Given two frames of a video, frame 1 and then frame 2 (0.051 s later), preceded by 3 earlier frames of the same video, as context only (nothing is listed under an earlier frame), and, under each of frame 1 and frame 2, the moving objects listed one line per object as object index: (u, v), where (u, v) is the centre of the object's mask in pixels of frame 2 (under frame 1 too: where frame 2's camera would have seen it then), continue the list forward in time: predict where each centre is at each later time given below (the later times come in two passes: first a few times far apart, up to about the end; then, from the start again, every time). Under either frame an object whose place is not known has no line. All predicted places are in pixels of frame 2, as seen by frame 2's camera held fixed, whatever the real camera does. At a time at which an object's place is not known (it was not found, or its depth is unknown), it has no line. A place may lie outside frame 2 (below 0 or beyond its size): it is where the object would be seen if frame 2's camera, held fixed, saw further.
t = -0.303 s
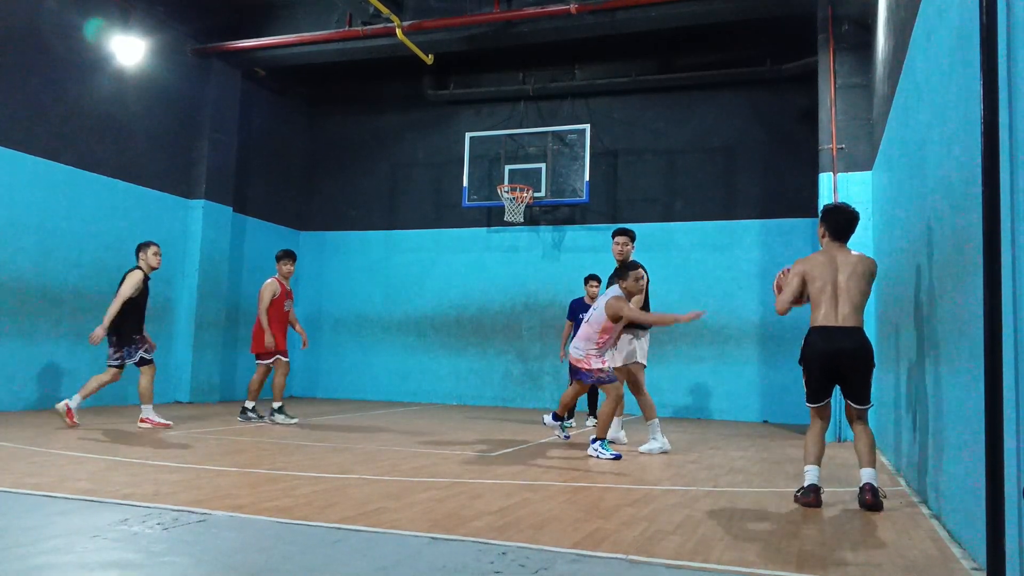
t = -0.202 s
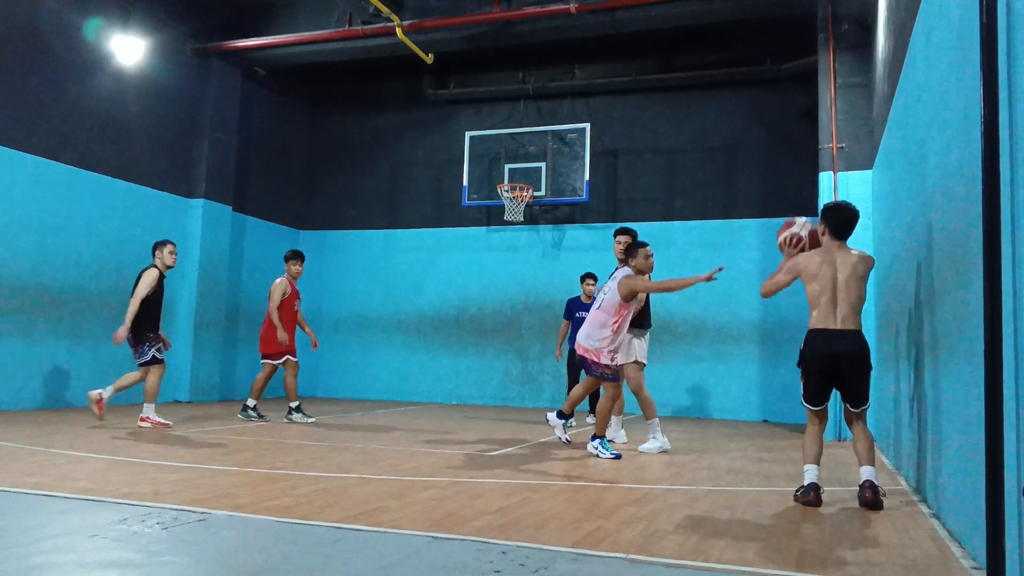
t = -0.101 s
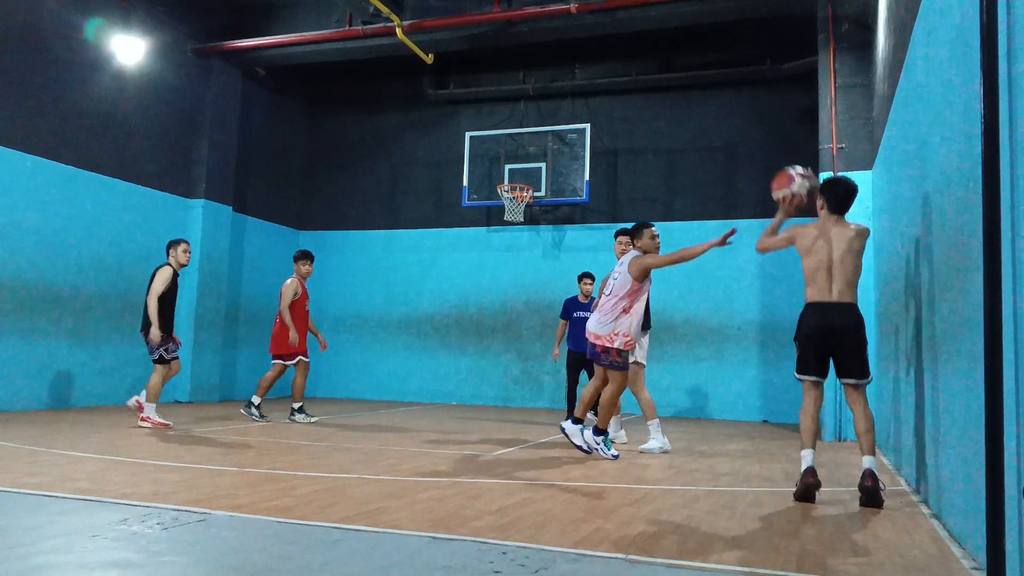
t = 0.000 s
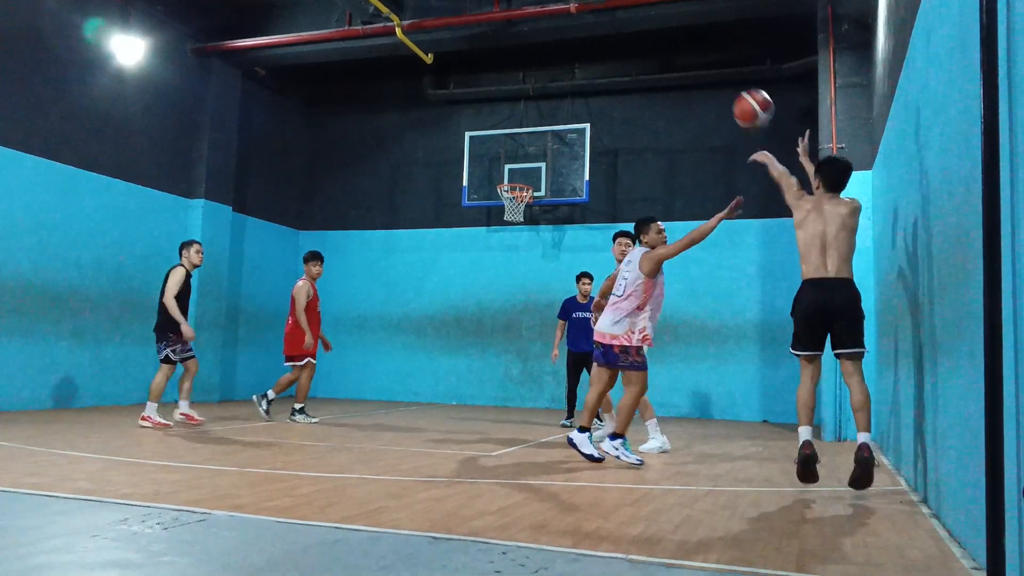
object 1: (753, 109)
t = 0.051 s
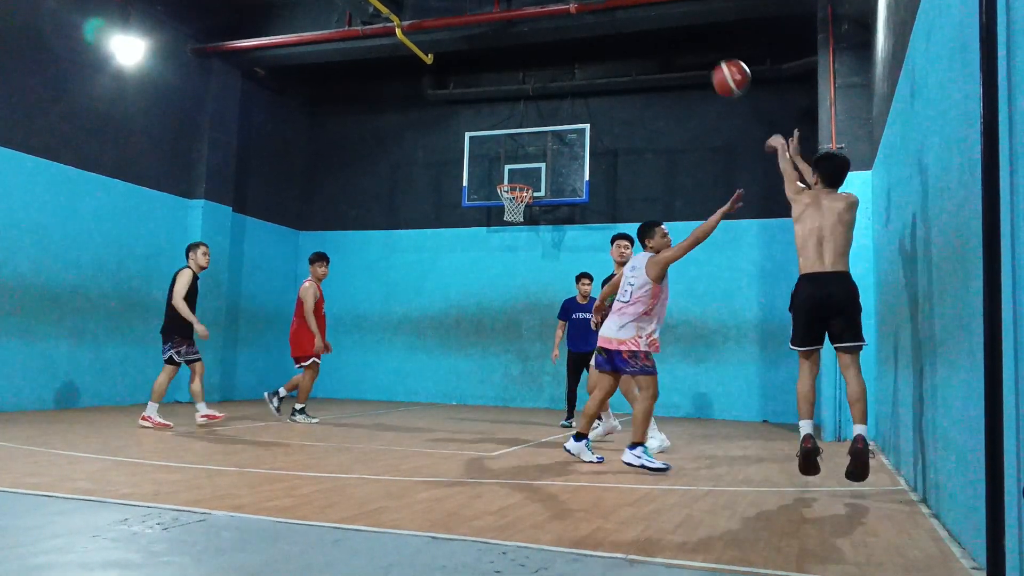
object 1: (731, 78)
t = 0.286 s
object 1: (653, 8)
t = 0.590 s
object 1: (584, 11)
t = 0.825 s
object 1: (548, 68)
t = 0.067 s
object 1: (724, 69)
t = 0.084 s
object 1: (718, 60)
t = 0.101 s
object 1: (711, 53)
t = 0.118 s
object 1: (705, 46)
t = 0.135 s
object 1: (700, 39)
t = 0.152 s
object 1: (694, 34)
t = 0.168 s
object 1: (688, 28)
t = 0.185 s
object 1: (683, 23)
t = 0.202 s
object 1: (677, 19)
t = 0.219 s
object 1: (672, 15)
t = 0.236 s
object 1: (667, 13)
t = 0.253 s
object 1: (662, 11)
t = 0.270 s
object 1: (658, 9)
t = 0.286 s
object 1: (653, 8)
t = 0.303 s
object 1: (648, 7)
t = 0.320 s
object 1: (643, 6)
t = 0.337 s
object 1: (639, 5)
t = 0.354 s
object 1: (635, 5)
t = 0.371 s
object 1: (631, 5)
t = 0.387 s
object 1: (627, 4)
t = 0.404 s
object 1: (623, 4)
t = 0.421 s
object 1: (618, 4)
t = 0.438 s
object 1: (615, 4)
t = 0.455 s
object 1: (611, 4)
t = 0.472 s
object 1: (607, 5)
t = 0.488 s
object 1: (604, 5)
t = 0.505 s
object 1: (601, 6)
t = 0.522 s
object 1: (597, 7)
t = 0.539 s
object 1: (595, 8)
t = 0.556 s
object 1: (591, 9)
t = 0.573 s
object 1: (589, 10)
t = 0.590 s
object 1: (584, 11)
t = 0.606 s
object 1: (582, 15)
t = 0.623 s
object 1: (579, 18)
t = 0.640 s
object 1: (577, 22)
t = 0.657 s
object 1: (574, 25)
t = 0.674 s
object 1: (571, 29)
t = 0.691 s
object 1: (568, 32)
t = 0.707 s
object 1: (565, 36)
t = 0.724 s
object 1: (563, 40)
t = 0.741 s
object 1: (560, 44)
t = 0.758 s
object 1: (557, 48)
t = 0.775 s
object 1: (555, 53)
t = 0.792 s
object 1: (552, 58)
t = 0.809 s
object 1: (550, 63)
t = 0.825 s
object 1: (548, 68)
